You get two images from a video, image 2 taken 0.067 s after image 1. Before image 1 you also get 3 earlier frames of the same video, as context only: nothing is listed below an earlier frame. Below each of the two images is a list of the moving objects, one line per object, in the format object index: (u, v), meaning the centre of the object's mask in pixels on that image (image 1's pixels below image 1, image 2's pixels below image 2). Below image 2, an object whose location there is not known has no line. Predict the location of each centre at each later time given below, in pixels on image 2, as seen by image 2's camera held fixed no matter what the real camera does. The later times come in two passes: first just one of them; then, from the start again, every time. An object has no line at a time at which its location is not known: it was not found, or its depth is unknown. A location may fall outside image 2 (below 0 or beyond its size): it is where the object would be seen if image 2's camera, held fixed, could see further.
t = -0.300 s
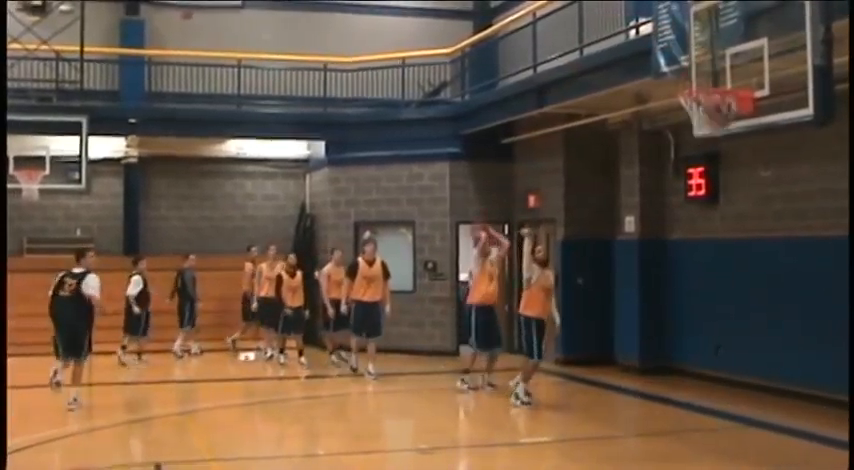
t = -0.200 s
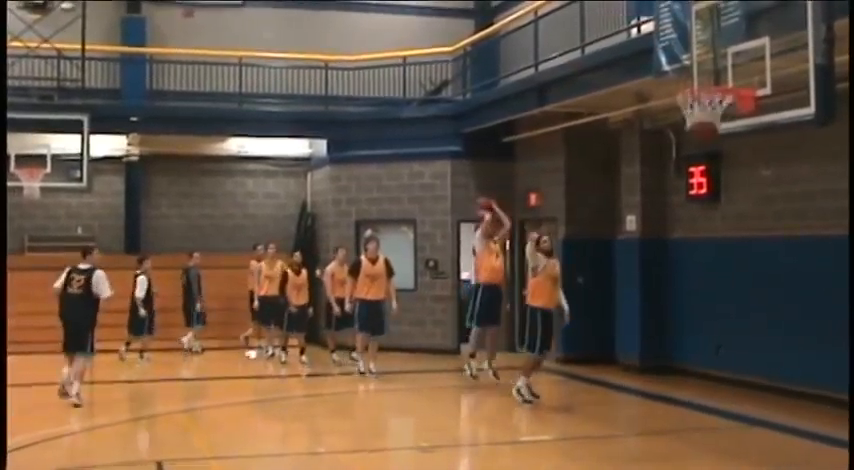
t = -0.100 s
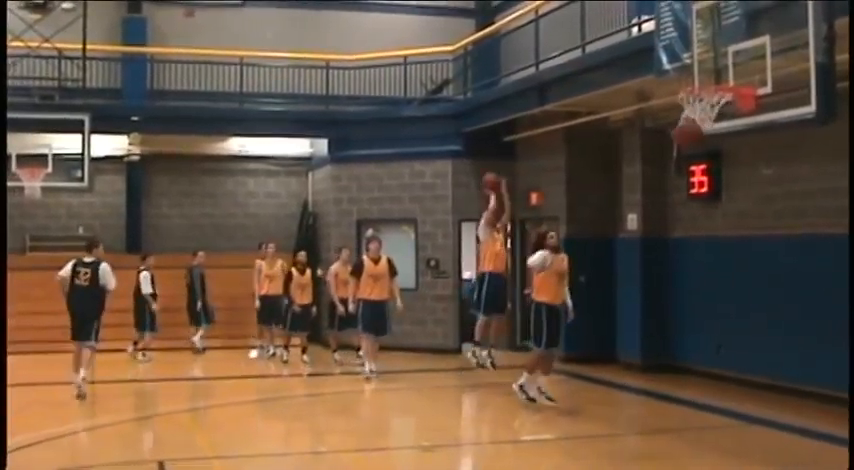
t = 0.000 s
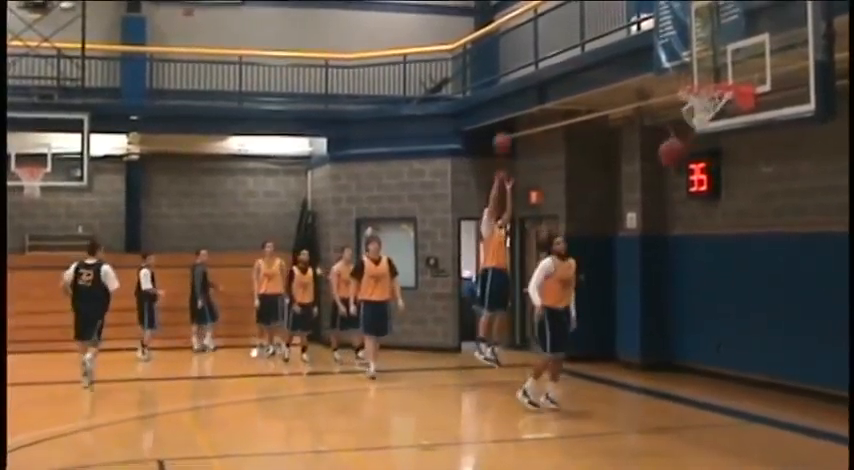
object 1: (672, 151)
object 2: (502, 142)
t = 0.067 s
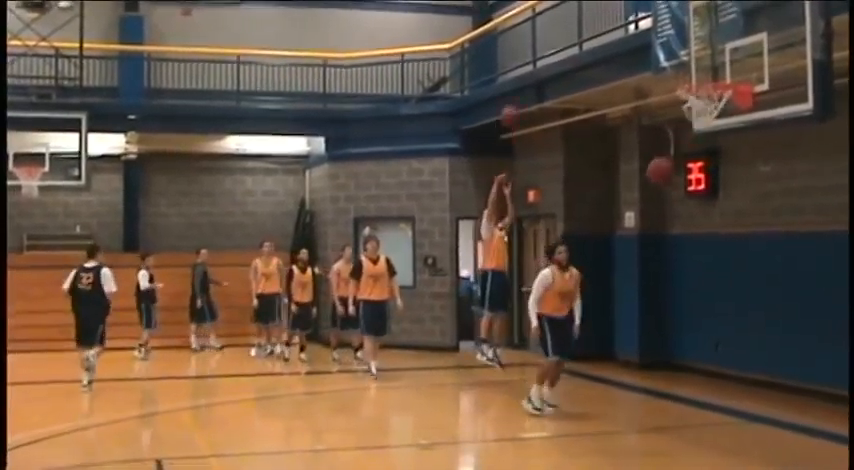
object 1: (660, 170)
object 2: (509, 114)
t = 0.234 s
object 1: (639, 241)
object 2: (538, 62)
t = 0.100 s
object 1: (656, 182)
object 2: (515, 102)
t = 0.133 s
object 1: (652, 194)
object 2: (519, 90)
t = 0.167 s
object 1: (648, 208)
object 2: (525, 82)
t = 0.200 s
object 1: (644, 224)
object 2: (531, 74)
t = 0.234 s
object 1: (639, 241)
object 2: (538, 62)
